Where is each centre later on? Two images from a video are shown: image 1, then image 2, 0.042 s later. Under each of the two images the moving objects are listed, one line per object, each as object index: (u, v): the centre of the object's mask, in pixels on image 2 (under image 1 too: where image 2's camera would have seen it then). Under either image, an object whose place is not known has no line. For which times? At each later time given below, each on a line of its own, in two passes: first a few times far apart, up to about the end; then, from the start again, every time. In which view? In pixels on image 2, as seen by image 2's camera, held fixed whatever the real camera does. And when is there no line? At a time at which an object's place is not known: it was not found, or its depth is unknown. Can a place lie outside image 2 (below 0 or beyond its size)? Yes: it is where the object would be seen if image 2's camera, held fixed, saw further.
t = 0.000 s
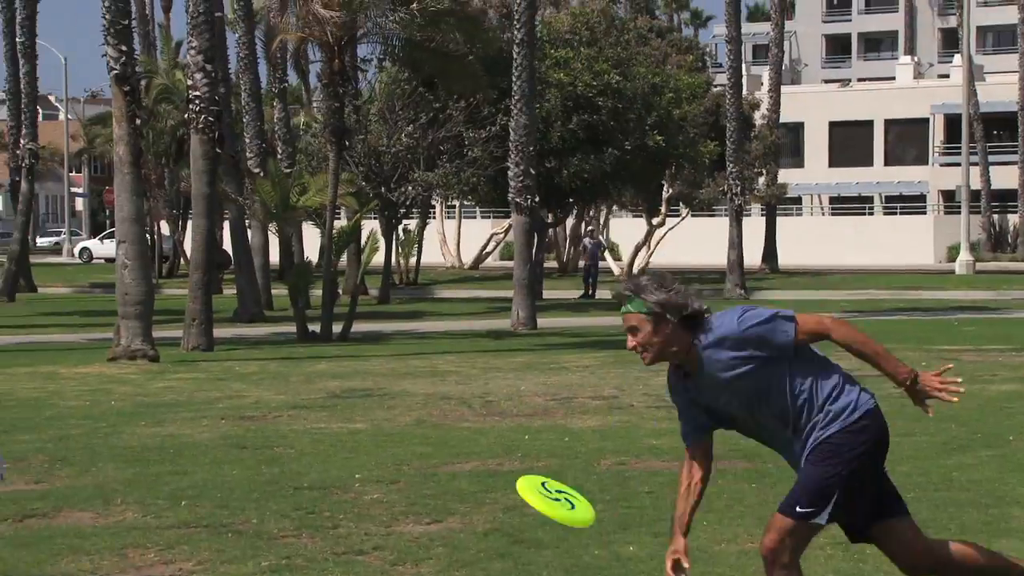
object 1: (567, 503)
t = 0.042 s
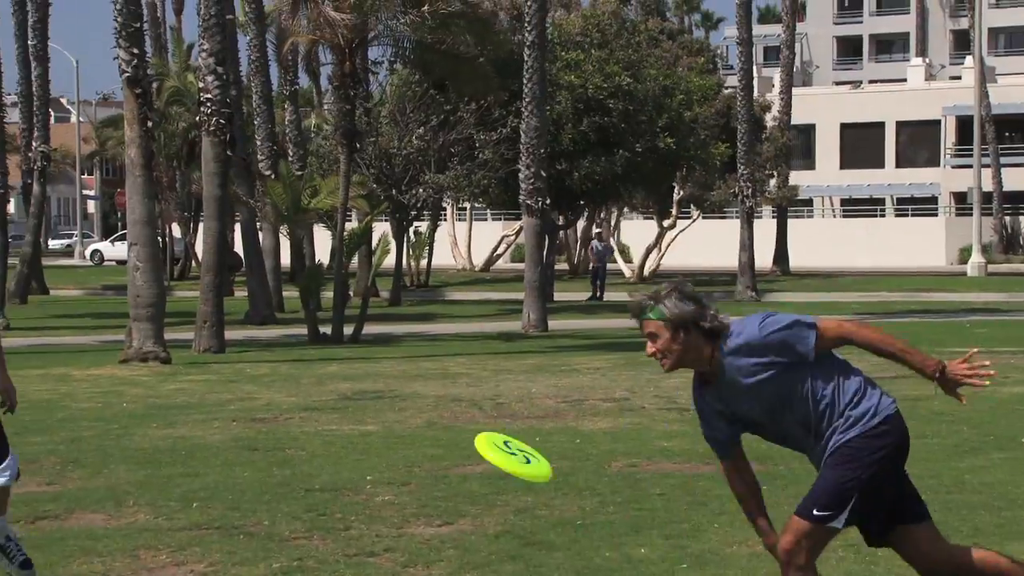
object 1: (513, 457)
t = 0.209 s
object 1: (330, 317)
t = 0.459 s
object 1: (127, 213)
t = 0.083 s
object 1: (463, 416)
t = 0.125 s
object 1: (416, 379)
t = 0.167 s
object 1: (372, 346)
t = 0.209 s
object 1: (330, 317)
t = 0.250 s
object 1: (291, 292)
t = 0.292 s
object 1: (253, 270)
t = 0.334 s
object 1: (219, 252)
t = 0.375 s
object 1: (186, 236)
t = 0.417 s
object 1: (155, 224)
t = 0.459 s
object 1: (127, 213)
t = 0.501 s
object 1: (101, 203)
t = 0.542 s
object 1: (79, 195)
